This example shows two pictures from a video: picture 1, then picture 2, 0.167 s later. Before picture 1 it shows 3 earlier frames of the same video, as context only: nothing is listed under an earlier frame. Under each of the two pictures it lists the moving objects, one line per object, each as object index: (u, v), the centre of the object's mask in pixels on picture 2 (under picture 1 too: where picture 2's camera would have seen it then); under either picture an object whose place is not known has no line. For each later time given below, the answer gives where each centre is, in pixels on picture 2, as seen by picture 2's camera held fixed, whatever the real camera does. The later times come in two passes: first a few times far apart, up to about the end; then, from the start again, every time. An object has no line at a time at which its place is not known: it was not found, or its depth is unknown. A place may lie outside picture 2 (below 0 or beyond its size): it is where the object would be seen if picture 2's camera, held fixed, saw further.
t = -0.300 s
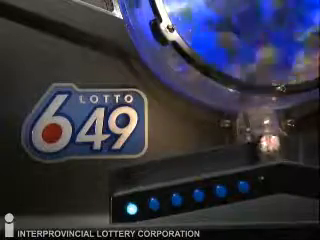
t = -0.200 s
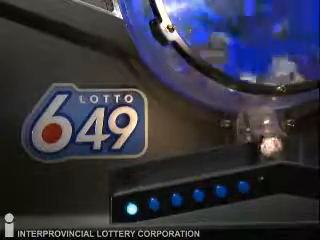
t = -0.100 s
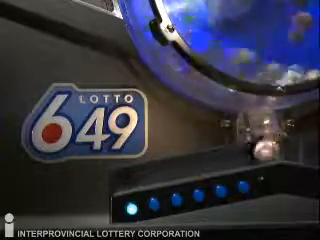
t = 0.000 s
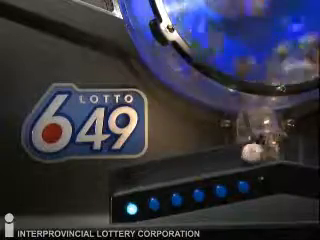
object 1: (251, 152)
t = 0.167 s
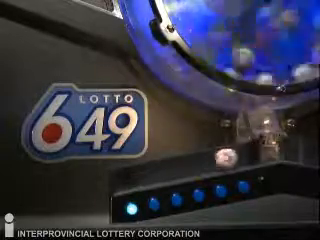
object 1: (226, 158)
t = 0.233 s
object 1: (212, 161)
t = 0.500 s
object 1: (142, 174)
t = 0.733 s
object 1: (156, 172)
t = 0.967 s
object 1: (168, 170)
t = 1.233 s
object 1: (147, 174)
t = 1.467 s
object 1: (136, 176)
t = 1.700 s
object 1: (139, 175)
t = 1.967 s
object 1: (128, 177)
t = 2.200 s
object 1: (126, 178)
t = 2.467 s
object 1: (125, 178)
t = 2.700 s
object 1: (124, 178)
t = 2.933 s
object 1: (124, 178)
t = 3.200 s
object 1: (124, 178)
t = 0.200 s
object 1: (219, 159)
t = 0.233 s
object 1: (212, 161)
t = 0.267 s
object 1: (205, 162)
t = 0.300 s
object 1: (197, 163)
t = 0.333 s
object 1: (190, 165)
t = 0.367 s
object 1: (181, 166)
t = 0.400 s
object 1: (172, 169)
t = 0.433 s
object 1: (163, 170)
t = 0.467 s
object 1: (153, 172)
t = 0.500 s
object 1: (142, 174)
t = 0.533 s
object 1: (132, 176)
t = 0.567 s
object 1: (126, 177)
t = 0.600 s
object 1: (134, 176)
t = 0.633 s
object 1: (140, 174)
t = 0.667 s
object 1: (146, 173)
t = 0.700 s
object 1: (152, 172)
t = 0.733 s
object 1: (156, 172)
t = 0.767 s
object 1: (160, 171)
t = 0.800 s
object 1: (163, 170)
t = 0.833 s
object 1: (165, 170)
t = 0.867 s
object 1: (167, 170)
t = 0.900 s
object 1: (169, 170)
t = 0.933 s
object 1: (169, 170)
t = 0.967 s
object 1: (168, 170)
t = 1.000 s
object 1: (167, 170)
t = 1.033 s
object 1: (166, 170)
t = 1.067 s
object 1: (164, 170)
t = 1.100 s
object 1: (162, 171)
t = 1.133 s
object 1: (160, 172)
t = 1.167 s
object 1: (156, 172)
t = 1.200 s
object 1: (152, 173)
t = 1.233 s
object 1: (147, 174)
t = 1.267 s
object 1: (141, 175)
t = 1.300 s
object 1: (135, 176)
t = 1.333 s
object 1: (129, 177)
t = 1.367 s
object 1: (125, 178)
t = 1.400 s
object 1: (130, 177)
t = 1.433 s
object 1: (134, 176)
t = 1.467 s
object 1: (136, 176)
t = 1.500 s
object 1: (139, 176)
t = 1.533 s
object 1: (139, 175)
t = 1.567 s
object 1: (142, 175)
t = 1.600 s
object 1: (142, 175)
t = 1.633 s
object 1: (142, 175)
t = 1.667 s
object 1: (140, 175)
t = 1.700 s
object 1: (139, 175)
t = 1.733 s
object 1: (137, 176)
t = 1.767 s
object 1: (134, 176)
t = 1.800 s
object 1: (131, 177)
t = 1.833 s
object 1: (128, 177)
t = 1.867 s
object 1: (125, 178)
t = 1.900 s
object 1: (127, 178)
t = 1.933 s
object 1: (128, 177)
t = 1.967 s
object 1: (128, 177)
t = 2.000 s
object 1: (129, 177)
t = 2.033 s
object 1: (129, 177)
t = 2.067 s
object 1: (128, 177)
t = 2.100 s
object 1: (127, 178)
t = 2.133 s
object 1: (127, 178)
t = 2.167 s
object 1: (125, 178)
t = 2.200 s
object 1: (126, 178)
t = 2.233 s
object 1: (126, 178)
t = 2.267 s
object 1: (126, 178)
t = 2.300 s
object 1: (126, 178)
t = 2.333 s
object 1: (125, 178)
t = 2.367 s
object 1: (125, 178)
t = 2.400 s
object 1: (125, 178)
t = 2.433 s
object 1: (125, 178)
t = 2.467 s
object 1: (125, 178)
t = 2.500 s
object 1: (124, 178)
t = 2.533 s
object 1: (124, 178)
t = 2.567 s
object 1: (124, 178)
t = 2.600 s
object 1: (124, 178)
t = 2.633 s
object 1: (124, 178)
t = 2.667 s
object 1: (124, 178)
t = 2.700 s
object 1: (124, 178)
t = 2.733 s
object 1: (124, 178)
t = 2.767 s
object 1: (124, 178)
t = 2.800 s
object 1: (124, 178)
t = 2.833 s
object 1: (124, 178)
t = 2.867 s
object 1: (124, 178)
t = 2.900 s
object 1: (124, 178)
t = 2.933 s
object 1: (124, 178)
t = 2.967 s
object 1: (124, 178)
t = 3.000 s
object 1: (124, 178)
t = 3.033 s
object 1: (124, 178)
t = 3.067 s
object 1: (124, 178)
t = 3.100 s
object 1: (124, 178)
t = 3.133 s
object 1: (124, 178)
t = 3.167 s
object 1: (124, 178)
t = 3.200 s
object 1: (124, 178)
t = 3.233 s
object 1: (125, 178)
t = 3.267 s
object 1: (125, 178)
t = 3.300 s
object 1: (125, 178)
